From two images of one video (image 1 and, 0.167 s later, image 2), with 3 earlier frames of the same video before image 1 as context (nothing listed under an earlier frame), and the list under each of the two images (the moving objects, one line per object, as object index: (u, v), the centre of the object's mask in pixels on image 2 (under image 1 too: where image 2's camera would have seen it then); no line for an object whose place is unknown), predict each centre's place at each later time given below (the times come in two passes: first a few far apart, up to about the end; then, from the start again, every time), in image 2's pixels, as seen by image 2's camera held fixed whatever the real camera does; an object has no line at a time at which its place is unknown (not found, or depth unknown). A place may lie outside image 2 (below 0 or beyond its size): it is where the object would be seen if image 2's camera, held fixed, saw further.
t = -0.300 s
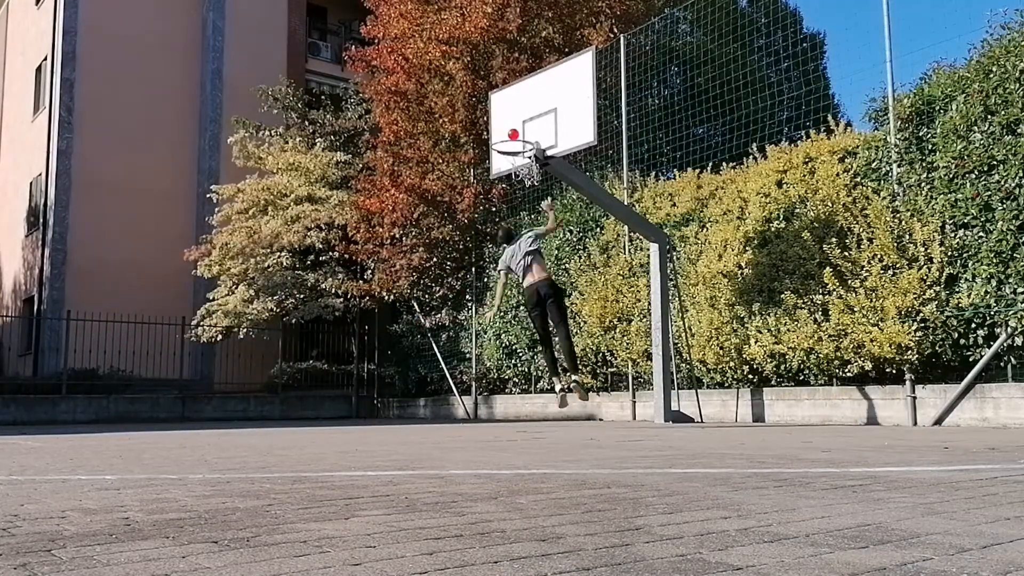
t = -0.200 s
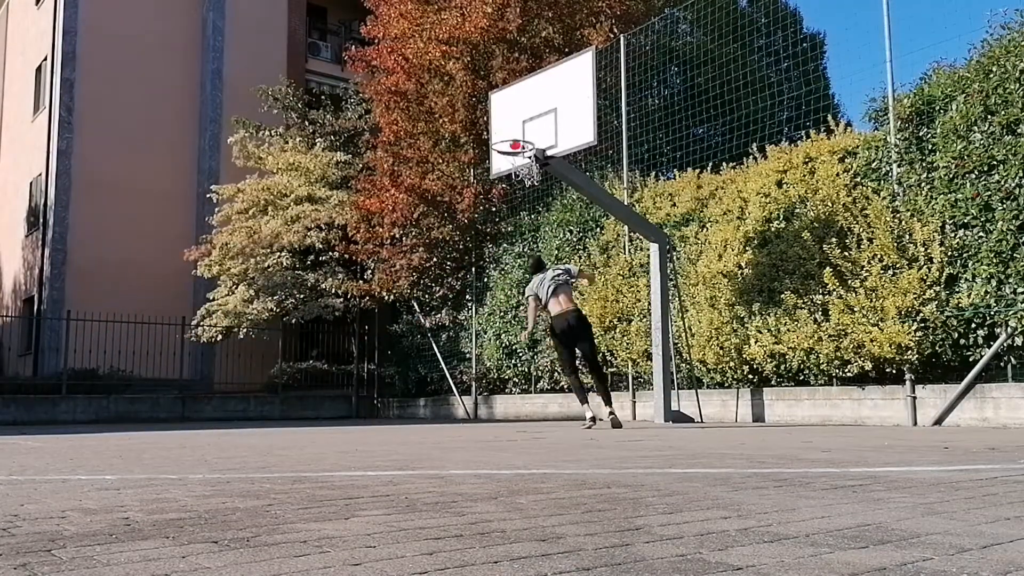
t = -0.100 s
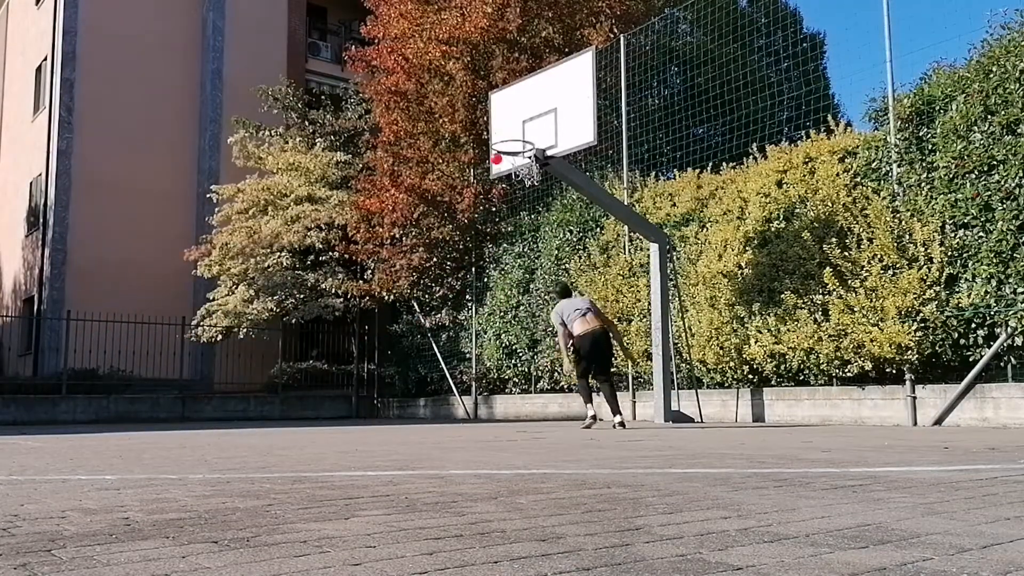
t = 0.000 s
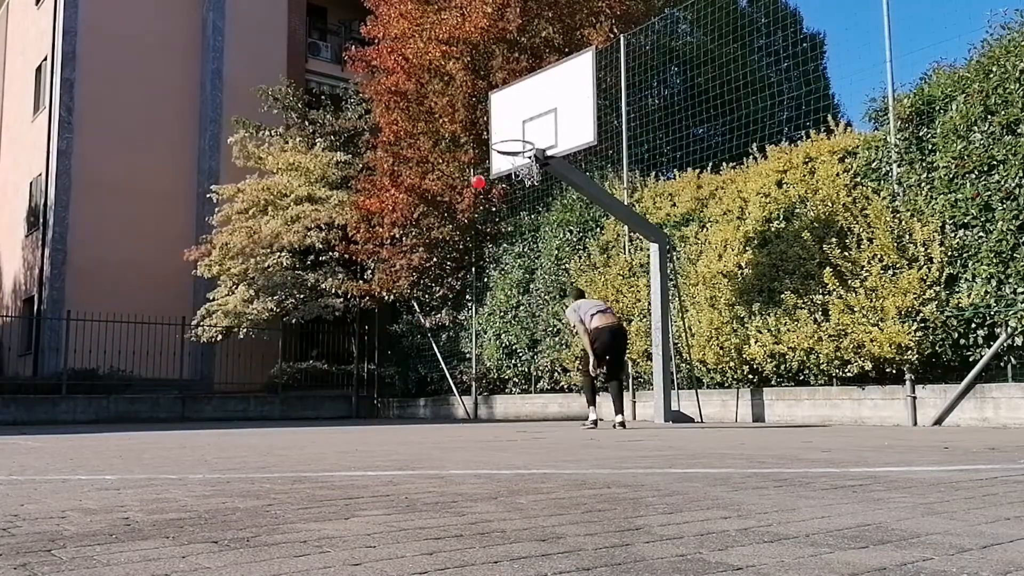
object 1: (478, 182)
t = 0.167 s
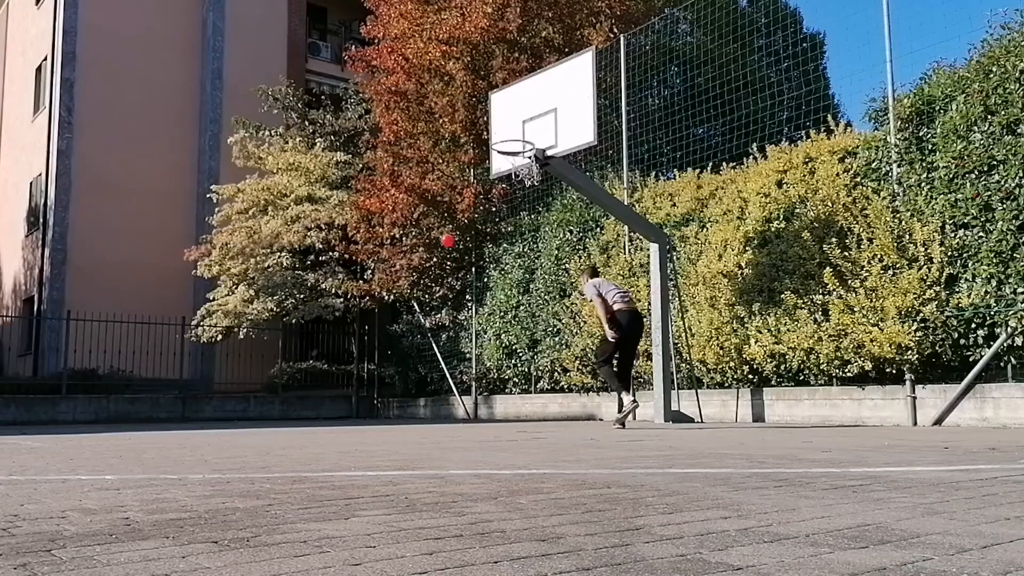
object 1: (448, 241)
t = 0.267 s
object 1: (429, 289)
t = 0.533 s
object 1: (383, 407)
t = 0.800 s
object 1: (358, 341)
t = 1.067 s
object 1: (331, 344)
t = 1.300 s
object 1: (307, 402)
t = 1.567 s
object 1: (286, 391)
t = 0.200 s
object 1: (441, 256)
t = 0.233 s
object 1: (435, 272)
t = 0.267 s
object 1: (429, 289)
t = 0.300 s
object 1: (423, 308)
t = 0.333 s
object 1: (417, 327)
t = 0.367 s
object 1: (410, 347)
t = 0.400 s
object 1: (404, 368)
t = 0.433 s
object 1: (398, 391)
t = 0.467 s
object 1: (391, 415)
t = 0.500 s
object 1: (387, 419)
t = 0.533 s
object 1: (383, 407)
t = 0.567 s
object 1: (380, 394)
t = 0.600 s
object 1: (377, 384)
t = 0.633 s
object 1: (374, 374)
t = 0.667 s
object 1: (371, 365)
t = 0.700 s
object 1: (368, 358)
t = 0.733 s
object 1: (365, 351)
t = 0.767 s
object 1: (361, 346)
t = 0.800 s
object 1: (358, 341)
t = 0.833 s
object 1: (355, 338)
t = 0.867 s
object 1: (351, 336)
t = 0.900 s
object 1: (348, 335)
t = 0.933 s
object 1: (345, 334)
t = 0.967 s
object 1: (342, 335)
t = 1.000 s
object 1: (339, 337)
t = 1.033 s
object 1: (336, 340)
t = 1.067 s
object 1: (331, 344)
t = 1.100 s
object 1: (328, 349)
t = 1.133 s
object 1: (325, 355)
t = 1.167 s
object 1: (321, 362)
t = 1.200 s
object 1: (317, 370)
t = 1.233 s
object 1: (314, 380)
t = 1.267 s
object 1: (310, 391)
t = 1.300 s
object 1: (307, 402)
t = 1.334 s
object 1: (303, 415)
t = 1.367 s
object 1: (299, 425)
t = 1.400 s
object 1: (297, 417)
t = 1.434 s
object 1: (295, 410)
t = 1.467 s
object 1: (292, 404)
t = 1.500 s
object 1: (290, 399)
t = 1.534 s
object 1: (288, 394)
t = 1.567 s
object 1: (286, 391)
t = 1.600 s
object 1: (283, 389)
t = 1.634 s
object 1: (281, 388)
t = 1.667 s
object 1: (275, 390)
